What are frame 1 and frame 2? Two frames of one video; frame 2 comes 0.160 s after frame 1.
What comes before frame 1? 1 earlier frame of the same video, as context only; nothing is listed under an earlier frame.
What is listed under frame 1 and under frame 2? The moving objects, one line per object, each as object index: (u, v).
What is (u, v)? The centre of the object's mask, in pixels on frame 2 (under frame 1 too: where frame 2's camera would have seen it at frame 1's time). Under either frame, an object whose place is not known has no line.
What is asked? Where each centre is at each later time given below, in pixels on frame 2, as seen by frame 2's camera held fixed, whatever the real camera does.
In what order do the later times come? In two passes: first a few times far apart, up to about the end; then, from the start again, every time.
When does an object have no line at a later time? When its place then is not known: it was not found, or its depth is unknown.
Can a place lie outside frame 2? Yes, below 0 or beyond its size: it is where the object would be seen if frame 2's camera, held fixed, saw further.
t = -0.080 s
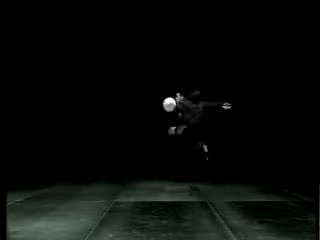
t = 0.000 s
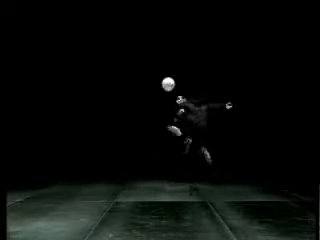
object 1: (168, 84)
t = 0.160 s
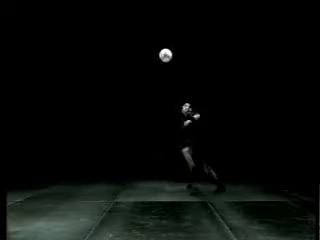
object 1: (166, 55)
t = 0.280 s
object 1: (163, 43)
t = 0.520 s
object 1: (158, 45)
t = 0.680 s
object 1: (154, 66)
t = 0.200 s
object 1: (165, 50)
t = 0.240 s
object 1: (164, 46)
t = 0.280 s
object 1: (163, 43)
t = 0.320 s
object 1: (163, 40)
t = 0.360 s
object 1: (161, 38)
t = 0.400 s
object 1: (160, 39)
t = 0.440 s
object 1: (159, 40)
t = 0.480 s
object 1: (159, 42)
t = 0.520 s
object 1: (158, 45)
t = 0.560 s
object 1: (158, 49)
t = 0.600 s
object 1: (156, 53)
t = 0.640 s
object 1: (156, 59)
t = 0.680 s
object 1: (154, 66)
